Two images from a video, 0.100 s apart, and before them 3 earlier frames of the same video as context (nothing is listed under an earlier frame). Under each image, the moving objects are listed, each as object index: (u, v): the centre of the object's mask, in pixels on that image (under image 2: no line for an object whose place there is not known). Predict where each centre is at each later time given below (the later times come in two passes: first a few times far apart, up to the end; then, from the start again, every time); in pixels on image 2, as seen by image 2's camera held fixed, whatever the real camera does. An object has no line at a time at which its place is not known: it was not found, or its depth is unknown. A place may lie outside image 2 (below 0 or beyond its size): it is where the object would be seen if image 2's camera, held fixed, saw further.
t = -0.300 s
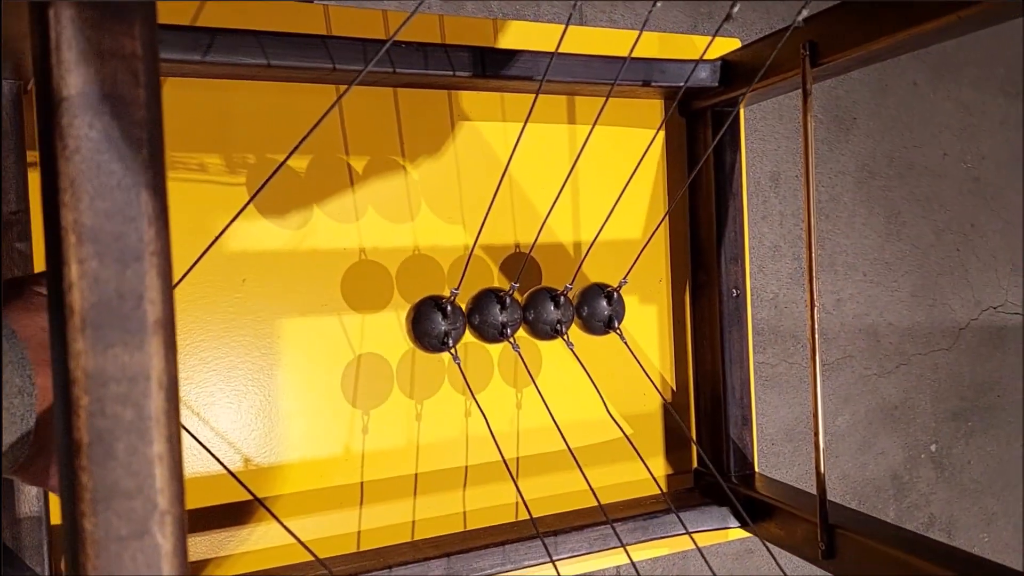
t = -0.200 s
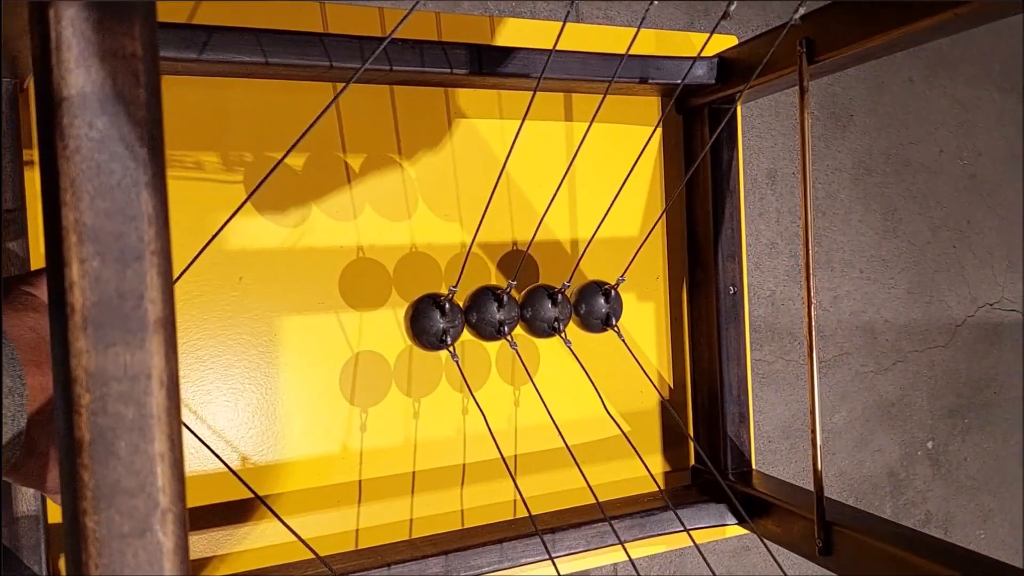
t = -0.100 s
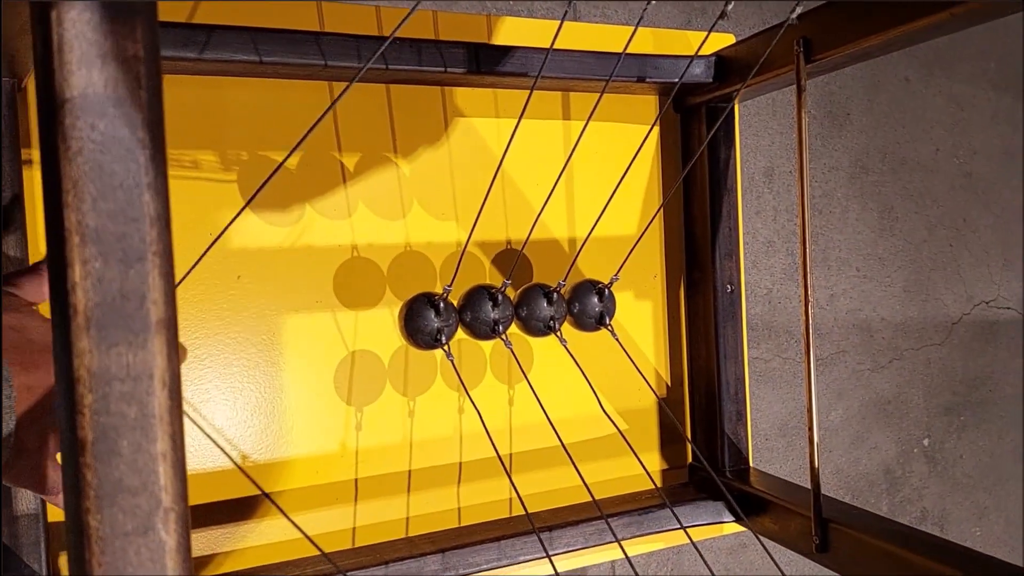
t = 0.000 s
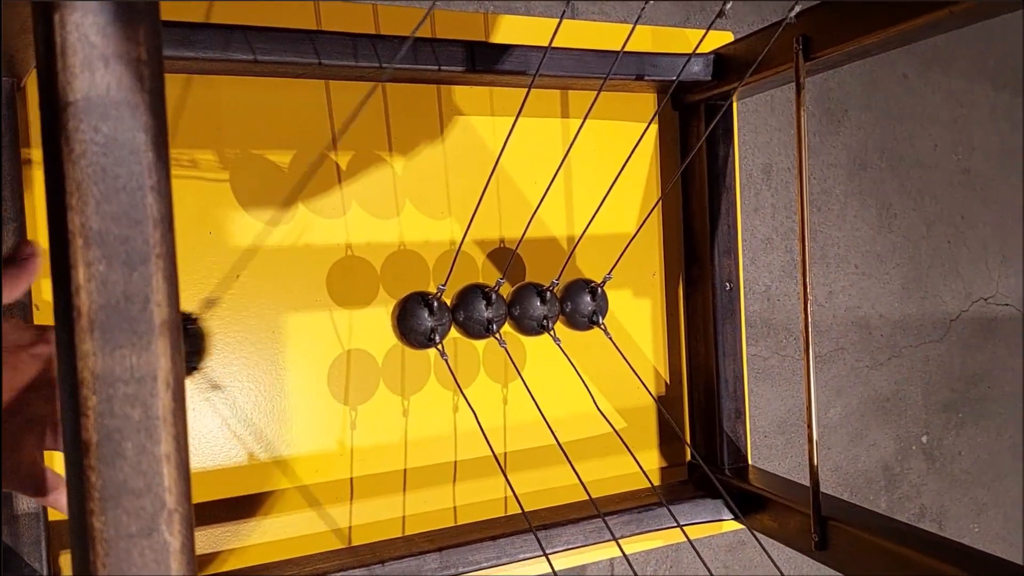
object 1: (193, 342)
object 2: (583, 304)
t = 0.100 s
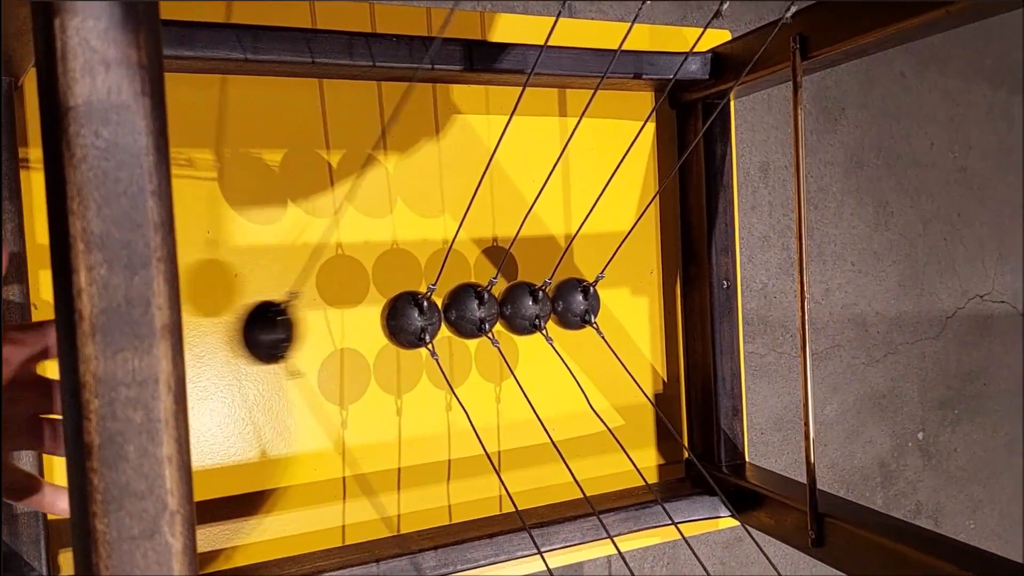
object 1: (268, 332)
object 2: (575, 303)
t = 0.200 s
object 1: (340, 325)
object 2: (600, 302)
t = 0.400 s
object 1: (343, 325)
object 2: (741, 293)
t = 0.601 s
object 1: (357, 324)
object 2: (699, 296)
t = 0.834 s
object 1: (269, 333)
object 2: (591, 303)
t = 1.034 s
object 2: (586, 304)
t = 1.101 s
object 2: (582, 304)
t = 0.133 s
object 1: (308, 328)
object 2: (573, 304)
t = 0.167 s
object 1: (340, 325)
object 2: (573, 304)
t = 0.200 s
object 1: (340, 325)
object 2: (600, 302)
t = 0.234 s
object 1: (339, 325)
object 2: (630, 299)
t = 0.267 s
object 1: (339, 325)
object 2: (659, 298)
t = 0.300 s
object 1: (339, 326)
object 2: (689, 295)
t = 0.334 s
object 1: (340, 326)
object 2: (707, 295)
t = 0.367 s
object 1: (341, 325)
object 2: (726, 294)
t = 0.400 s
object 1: (343, 325)
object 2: (741, 293)
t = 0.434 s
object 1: (344, 325)
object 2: (750, 293)
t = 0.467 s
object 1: (345, 325)
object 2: (751, 293)
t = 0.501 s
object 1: (348, 325)
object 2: (746, 293)
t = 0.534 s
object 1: (351, 324)
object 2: (735, 293)
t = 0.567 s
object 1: (354, 324)
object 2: (717, 294)
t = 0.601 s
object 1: (357, 324)
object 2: (699, 296)
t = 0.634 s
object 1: (359, 324)
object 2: (683, 298)
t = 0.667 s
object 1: (362, 323)
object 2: (653, 297)
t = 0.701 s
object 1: (365, 323)
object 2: (619, 301)
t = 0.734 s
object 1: (365, 323)
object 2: (593, 302)
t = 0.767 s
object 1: (339, 325)
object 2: (591, 303)
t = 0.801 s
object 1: (303, 329)
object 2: (591, 303)
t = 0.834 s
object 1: (269, 333)
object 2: (591, 303)
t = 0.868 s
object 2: (592, 303)
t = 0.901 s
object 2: (591, 303)
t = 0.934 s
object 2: (590, 303)
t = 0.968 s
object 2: (589, 303)
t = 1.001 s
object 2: (587, 304)
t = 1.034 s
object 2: (586, 304)
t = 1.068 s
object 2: (584, 304)
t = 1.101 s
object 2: (582, 304)
